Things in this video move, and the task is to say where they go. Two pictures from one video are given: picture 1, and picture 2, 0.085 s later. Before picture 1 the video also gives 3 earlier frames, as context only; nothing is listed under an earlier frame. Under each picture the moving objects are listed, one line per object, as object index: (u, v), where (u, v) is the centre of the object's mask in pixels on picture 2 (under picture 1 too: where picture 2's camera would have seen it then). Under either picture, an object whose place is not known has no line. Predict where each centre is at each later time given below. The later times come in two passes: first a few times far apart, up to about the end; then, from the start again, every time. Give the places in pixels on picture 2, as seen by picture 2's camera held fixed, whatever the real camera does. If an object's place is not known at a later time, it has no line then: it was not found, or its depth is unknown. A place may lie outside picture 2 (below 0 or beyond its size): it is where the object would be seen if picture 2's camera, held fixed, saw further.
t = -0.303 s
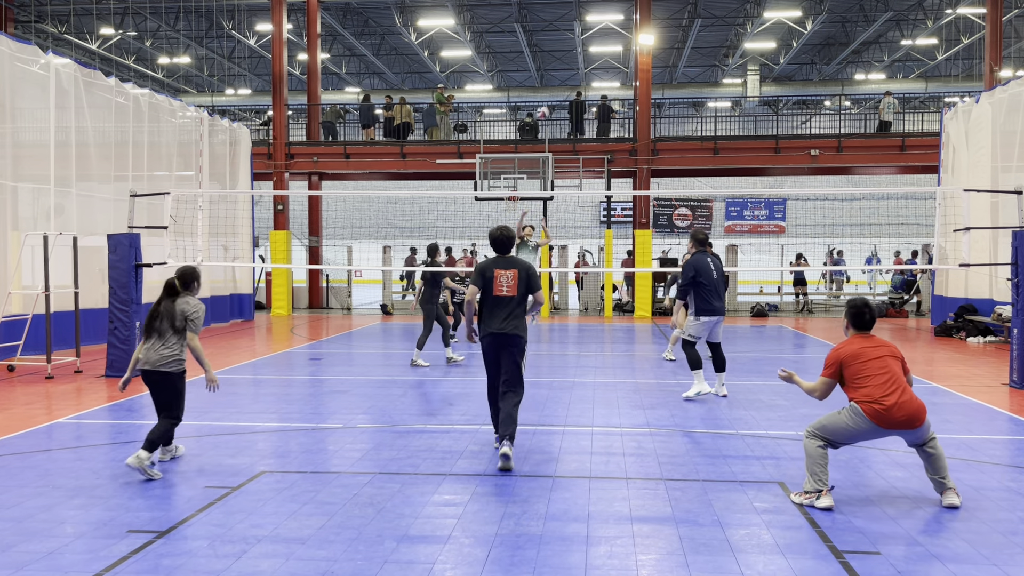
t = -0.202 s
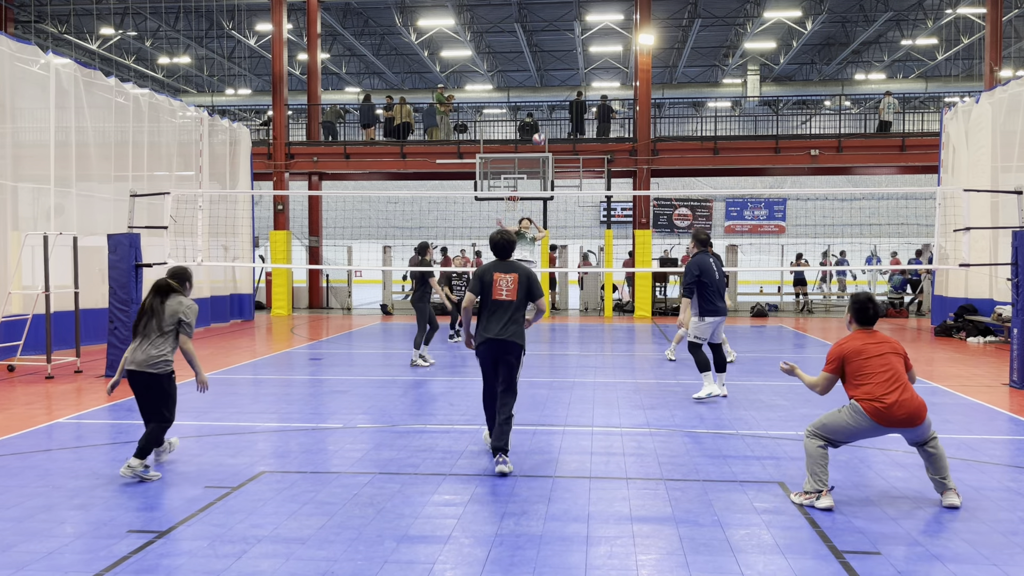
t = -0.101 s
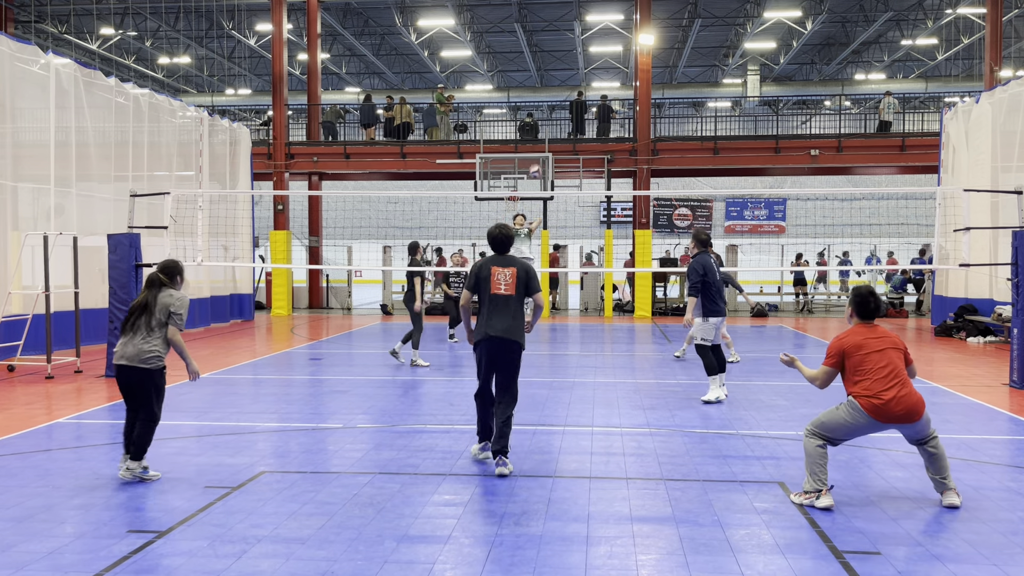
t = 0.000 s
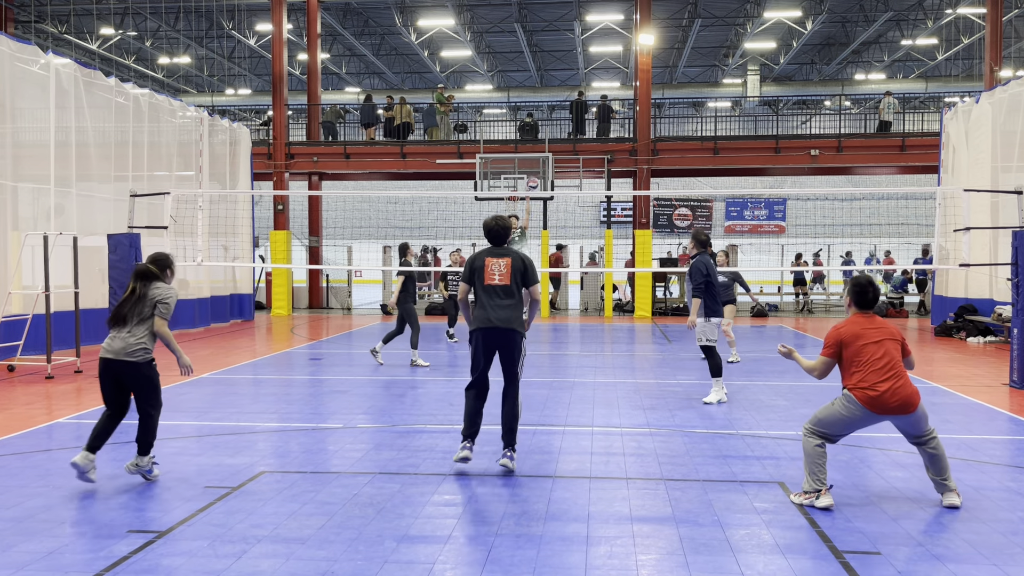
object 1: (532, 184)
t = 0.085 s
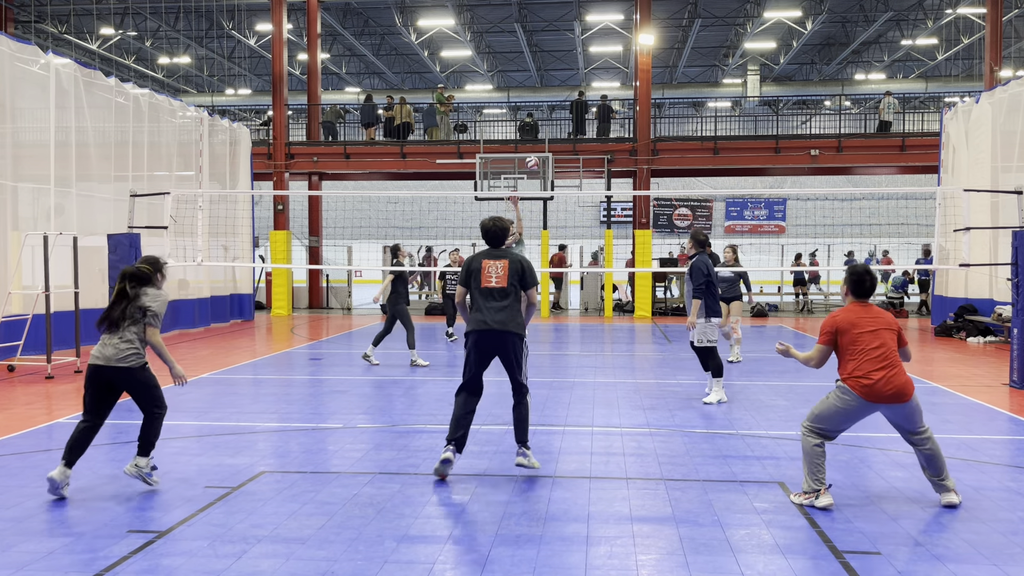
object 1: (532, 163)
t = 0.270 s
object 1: (531, 130)
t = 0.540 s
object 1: (529, 123)
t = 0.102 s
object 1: (532, 160)
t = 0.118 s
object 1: (531, 156)
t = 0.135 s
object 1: (532, 152)
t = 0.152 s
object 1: (532, 149)
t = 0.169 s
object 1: (532, 146)
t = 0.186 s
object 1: (532, 143)
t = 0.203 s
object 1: (532, 140)
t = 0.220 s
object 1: (531, 137)
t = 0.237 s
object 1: (531, 135)
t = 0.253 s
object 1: (532, 132)
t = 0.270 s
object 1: (531, 130)
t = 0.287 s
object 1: (531, 128)
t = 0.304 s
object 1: (530, 127)
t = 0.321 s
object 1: (531, 124)
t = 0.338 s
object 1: (531, 123)
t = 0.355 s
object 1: (530, 121)
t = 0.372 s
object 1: (530, 120)
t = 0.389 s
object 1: (530, 119)
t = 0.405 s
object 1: (530, 119)
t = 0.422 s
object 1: (530, 119)
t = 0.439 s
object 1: (530, 119)
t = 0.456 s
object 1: (530, 119)
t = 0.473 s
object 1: (530, 119)
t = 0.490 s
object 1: (529, 120)
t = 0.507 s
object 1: (529, 121)
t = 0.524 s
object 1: (529, 122)
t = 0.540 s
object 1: (529, 123)
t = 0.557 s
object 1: (529, 126)
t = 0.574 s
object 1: (529, 128)
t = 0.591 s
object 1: (529, 130)
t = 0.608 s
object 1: (529, 134)
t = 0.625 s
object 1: (528, 138)
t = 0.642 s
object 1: (528, 142)
